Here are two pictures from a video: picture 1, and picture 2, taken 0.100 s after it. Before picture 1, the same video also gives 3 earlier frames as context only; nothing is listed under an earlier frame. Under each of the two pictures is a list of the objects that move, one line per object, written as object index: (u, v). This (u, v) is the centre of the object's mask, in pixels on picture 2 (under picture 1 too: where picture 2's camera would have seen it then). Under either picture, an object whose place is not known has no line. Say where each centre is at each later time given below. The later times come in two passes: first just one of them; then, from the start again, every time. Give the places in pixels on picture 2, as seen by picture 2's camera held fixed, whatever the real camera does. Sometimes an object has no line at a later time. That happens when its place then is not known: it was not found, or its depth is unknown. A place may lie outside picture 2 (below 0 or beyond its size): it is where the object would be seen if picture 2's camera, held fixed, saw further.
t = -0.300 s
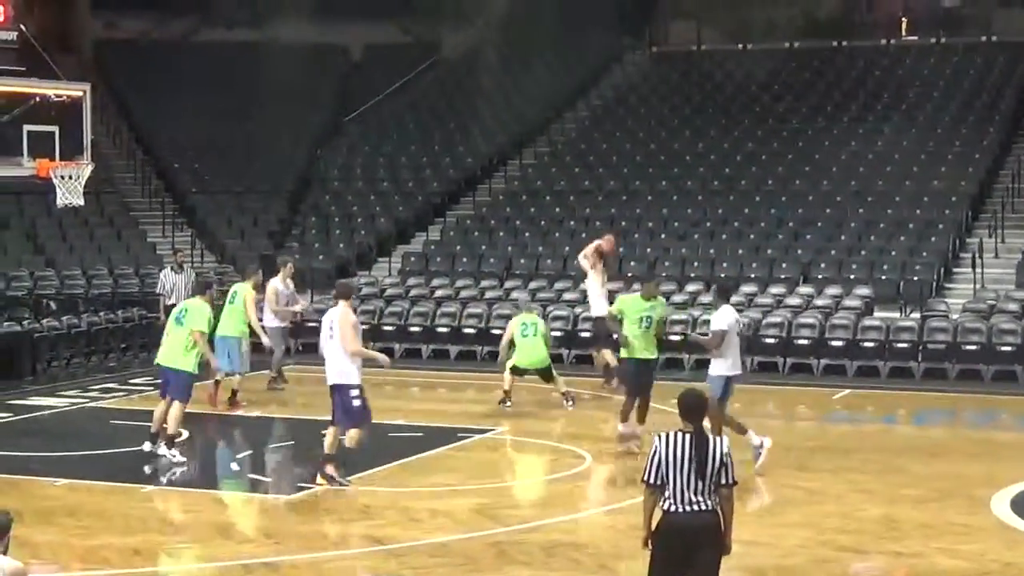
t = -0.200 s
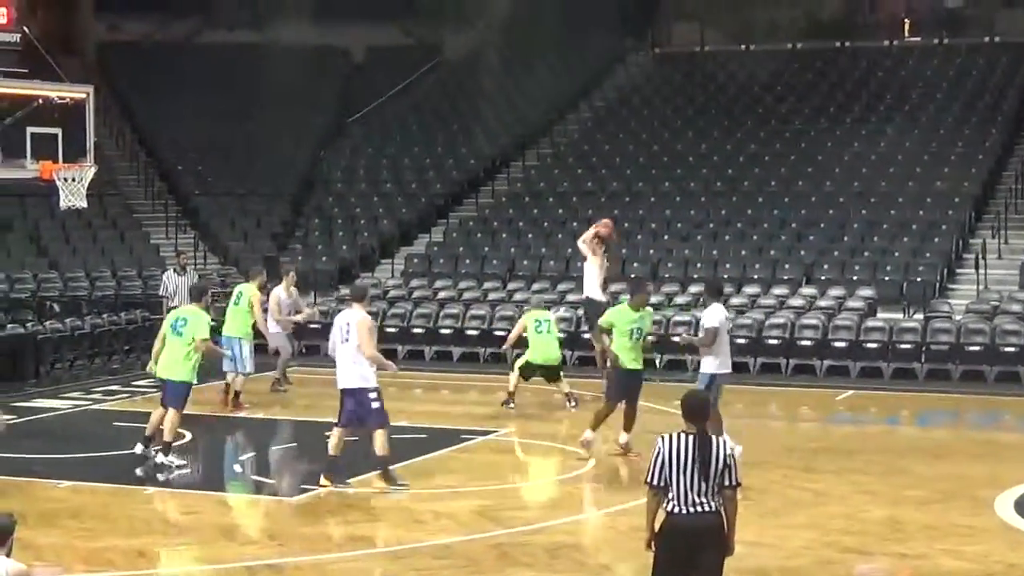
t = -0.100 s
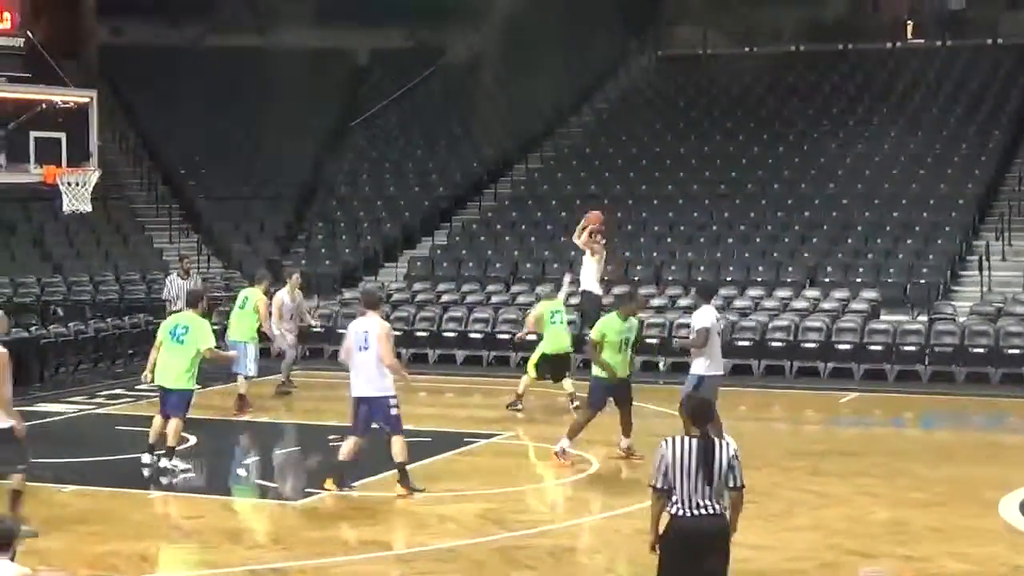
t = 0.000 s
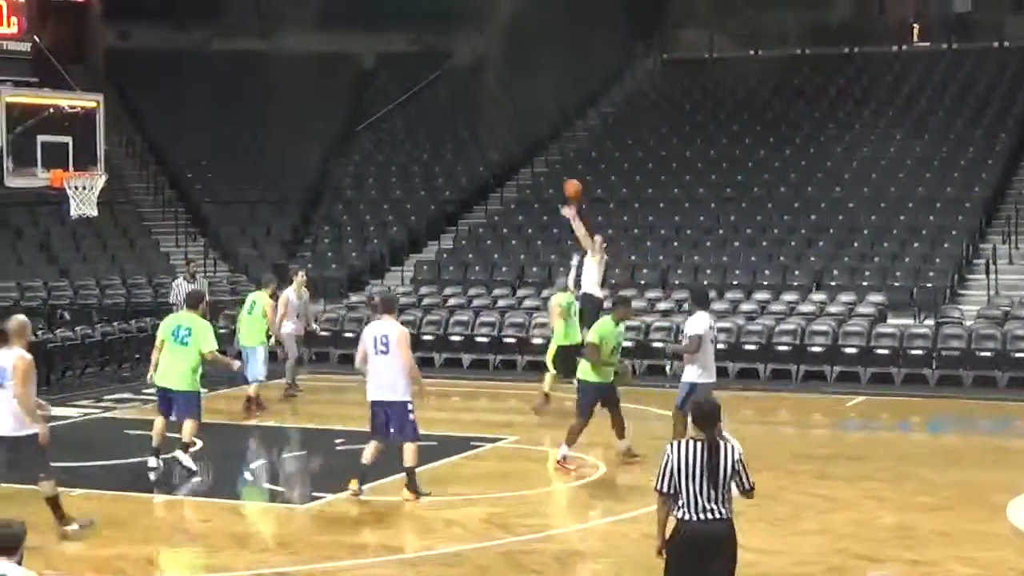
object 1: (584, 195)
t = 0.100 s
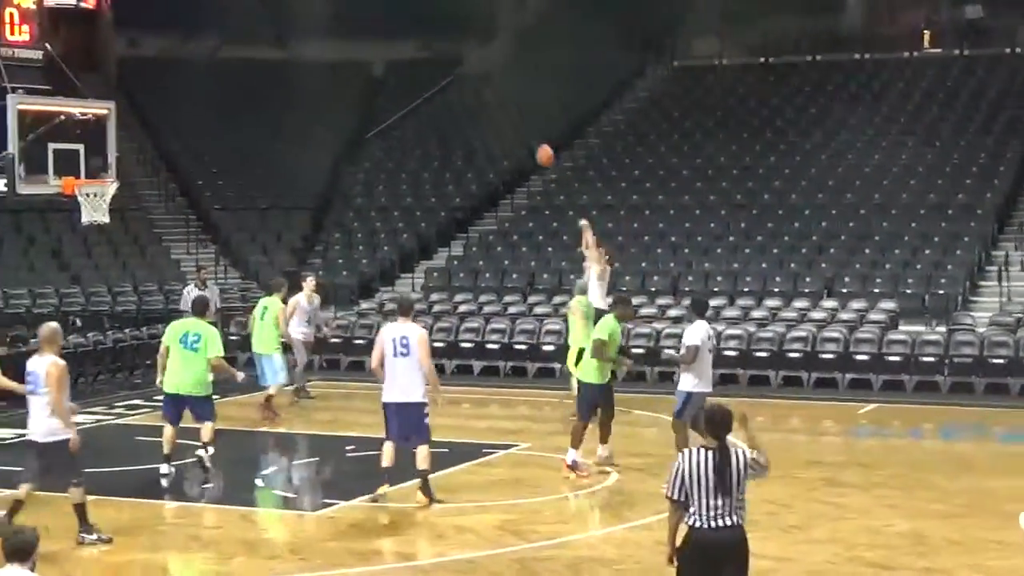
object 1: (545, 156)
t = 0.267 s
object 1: (480, 103)
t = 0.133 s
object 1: (532, 143)
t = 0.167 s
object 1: (519, 133)
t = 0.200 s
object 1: (506, 122)
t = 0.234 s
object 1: (493, 111)
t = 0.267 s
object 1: (480, 103)
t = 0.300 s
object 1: (468, 94)
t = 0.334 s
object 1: (455, 88)
